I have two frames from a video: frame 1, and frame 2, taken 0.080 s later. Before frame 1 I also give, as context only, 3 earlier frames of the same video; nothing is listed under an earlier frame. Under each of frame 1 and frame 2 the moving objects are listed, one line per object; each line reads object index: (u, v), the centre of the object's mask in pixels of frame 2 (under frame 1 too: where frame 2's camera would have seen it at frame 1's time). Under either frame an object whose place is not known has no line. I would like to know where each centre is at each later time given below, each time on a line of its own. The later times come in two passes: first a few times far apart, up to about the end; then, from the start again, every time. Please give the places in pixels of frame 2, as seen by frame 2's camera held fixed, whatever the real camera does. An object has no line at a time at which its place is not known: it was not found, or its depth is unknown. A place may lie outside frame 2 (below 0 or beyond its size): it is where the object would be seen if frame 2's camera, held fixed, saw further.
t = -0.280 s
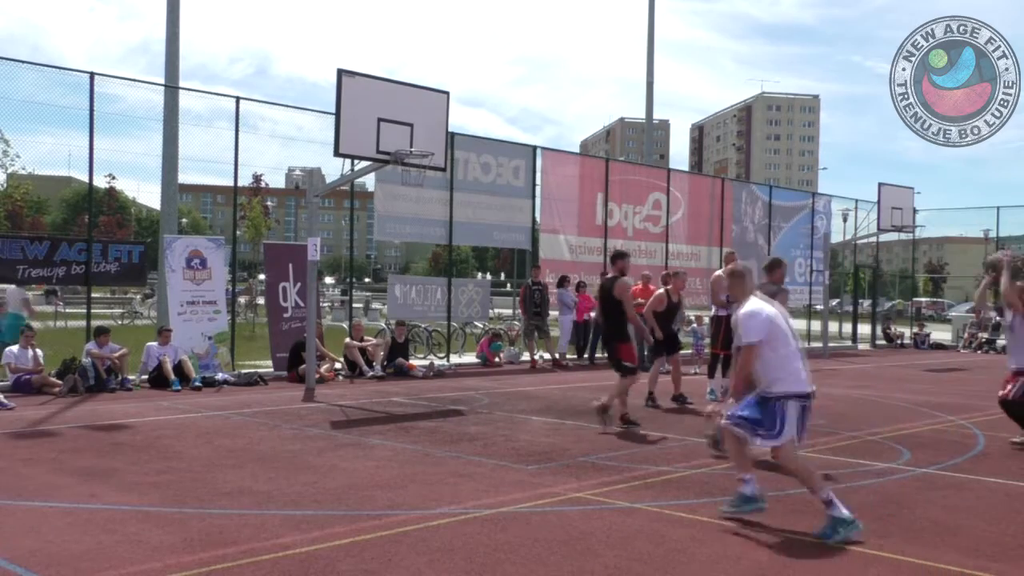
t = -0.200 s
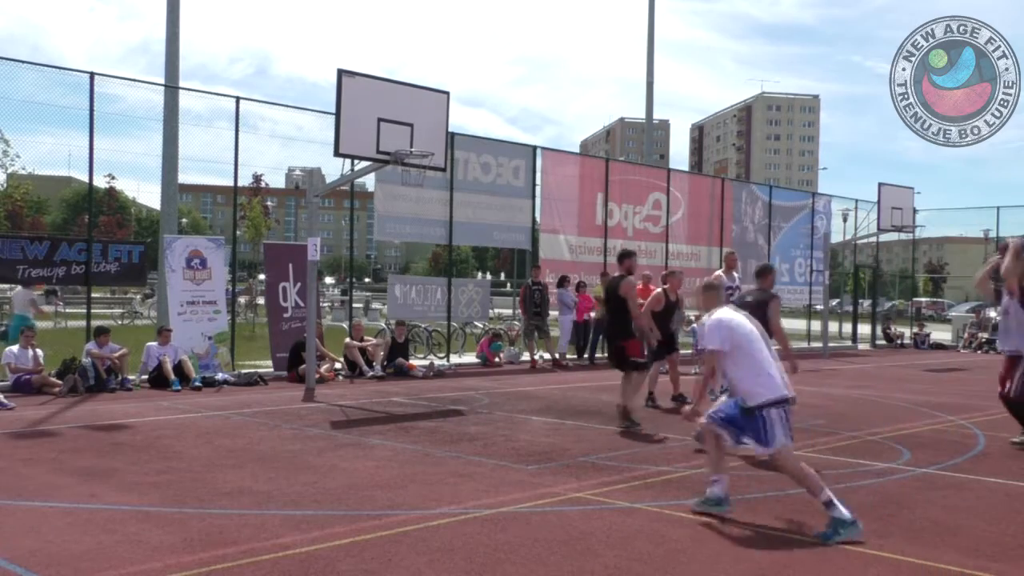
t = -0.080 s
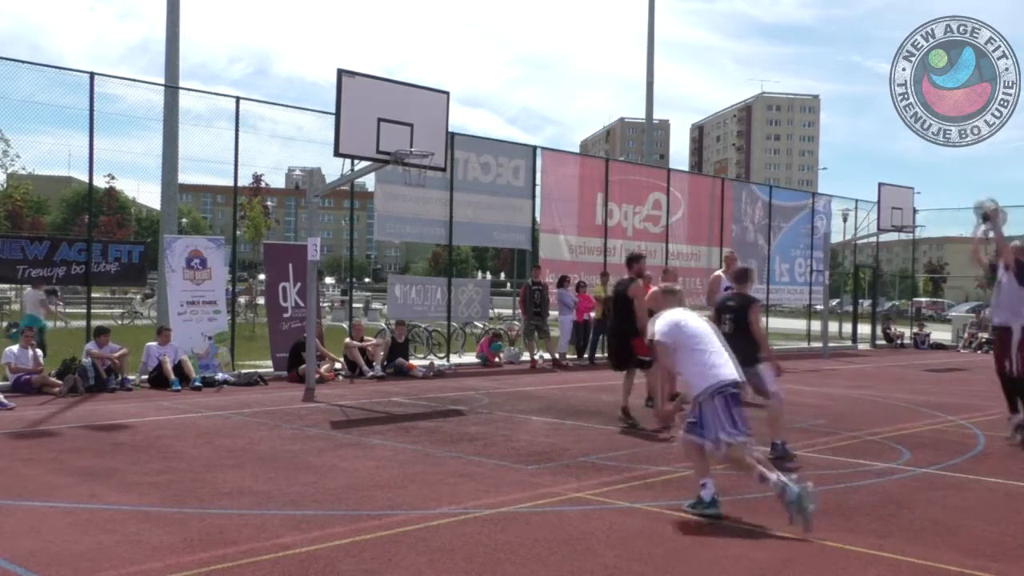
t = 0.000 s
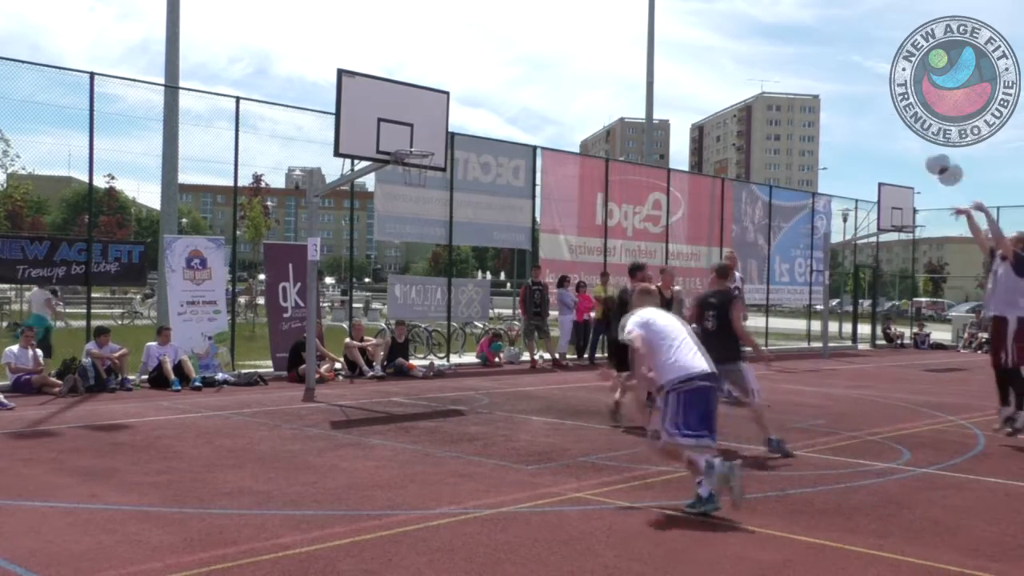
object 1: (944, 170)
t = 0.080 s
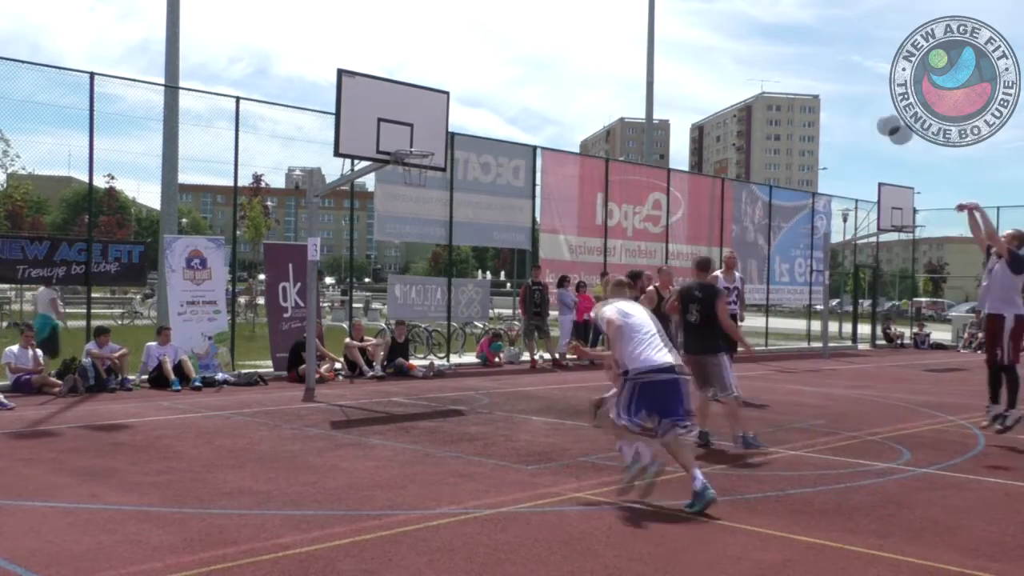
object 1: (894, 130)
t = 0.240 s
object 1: (802, 72)
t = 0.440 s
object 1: (695, 39)
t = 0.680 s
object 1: (579, 49)
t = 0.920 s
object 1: (474, 103)
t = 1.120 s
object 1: (400, 139)
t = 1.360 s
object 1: (369, 92)
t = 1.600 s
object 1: (332, 89)
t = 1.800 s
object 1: (300, 125)
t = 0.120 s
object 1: (871, 113)
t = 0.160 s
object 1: (848, 98)
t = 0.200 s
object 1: (824, 84)
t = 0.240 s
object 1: (802, 72)
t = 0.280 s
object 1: (779, 63)
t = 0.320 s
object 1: (758, 54)
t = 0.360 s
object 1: (736, 48)
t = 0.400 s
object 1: (716, 43)
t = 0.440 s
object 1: (695, 39)
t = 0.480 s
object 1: (675, 37)
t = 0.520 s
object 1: (655, 37)
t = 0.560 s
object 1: (635, 38)
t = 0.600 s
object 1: (617, 40)
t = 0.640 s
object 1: (597, 44)
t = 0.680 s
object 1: (579, 49)
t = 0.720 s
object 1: (561, 55)
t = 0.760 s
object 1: (543, 62)
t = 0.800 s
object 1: (525, 70)
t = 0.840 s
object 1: (508, 80)
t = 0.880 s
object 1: (491, 91)
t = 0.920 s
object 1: (474, 103)
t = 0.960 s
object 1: (458, 116)
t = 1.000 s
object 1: (441, 130)
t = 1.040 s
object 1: (426, 143)
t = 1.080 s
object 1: (410, 144)
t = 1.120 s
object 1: (400, 139)
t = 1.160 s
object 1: (395, 130)
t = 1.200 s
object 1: (389, 118)
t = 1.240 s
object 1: (385, 110)
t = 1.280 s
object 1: (380, 103)
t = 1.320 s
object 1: (374, 97)
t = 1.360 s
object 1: (369, 92)
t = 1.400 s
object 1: (363, 88)
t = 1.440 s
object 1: (357, 85)
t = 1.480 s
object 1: (352, 84)
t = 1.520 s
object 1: (346, 84)
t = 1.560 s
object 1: (340, 85)
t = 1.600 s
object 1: (332, 89)
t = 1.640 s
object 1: (326, 93)
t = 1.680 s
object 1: (320, 99)
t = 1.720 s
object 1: (314, 106)
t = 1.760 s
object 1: (307, 115)
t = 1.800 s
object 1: (300, 125)
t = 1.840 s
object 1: (293, 138)
